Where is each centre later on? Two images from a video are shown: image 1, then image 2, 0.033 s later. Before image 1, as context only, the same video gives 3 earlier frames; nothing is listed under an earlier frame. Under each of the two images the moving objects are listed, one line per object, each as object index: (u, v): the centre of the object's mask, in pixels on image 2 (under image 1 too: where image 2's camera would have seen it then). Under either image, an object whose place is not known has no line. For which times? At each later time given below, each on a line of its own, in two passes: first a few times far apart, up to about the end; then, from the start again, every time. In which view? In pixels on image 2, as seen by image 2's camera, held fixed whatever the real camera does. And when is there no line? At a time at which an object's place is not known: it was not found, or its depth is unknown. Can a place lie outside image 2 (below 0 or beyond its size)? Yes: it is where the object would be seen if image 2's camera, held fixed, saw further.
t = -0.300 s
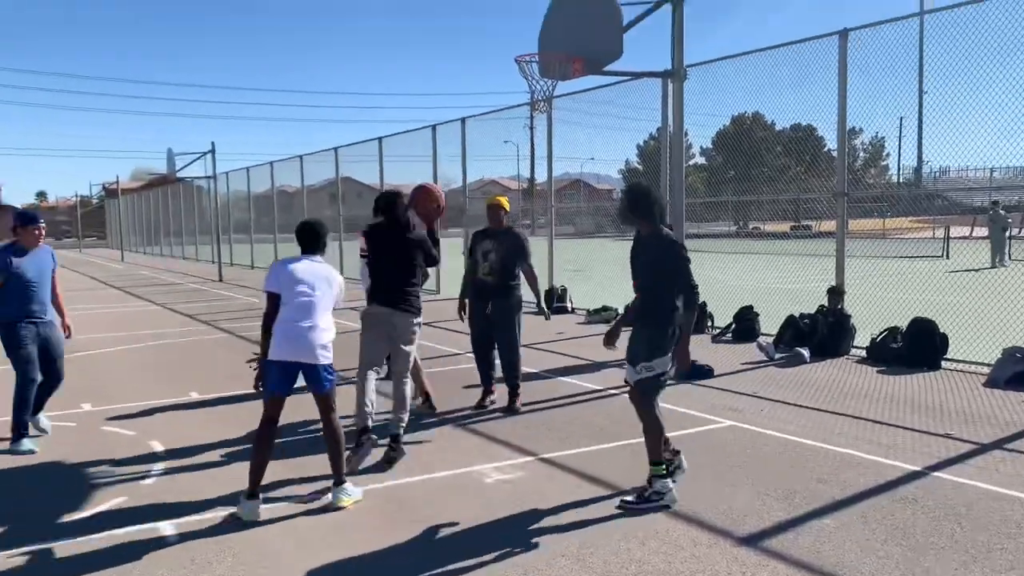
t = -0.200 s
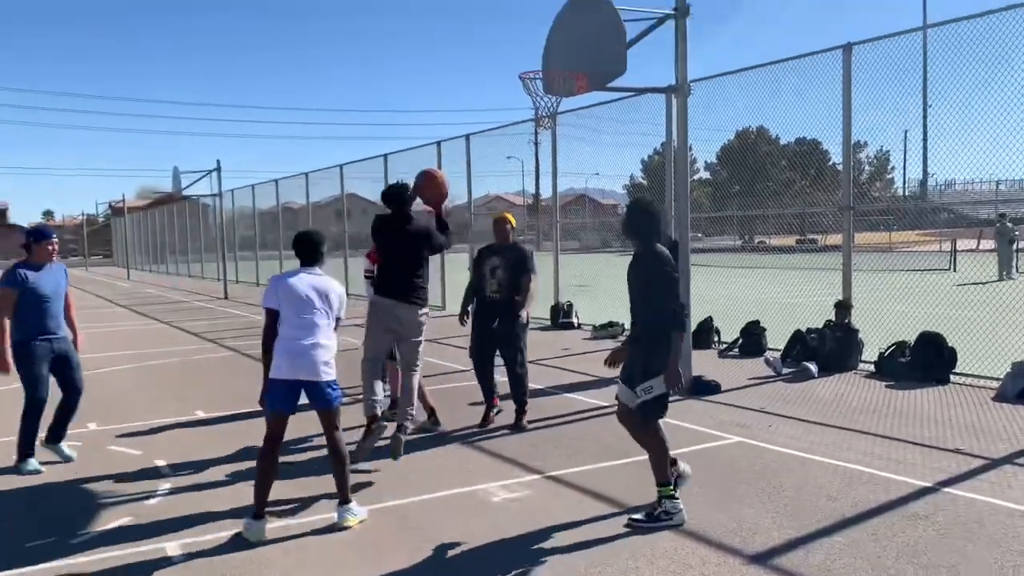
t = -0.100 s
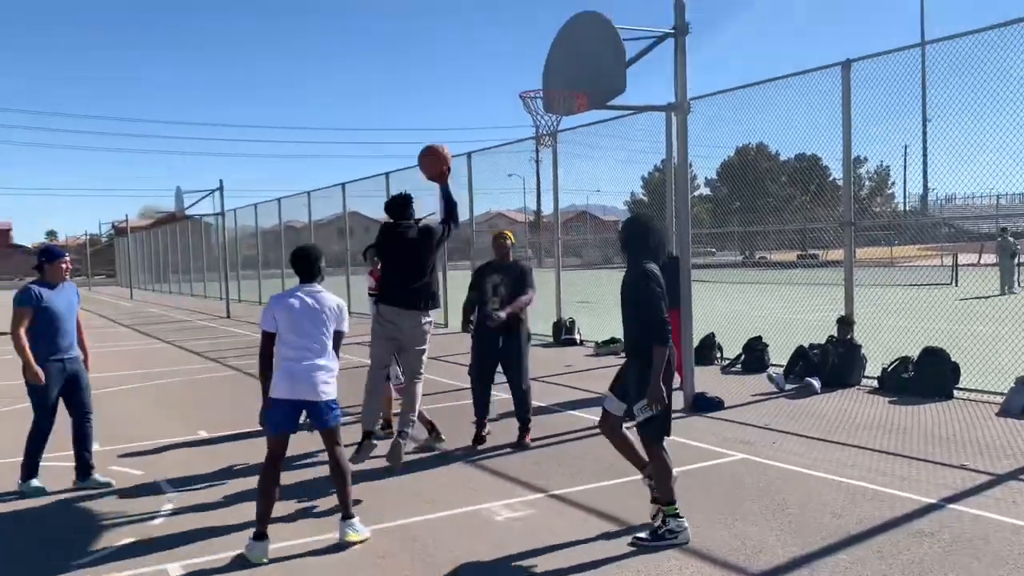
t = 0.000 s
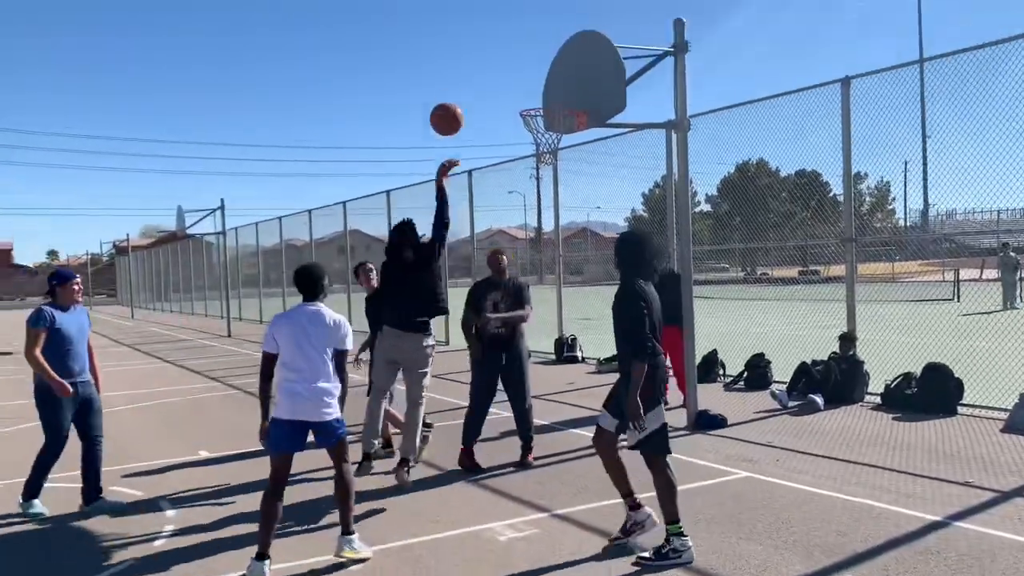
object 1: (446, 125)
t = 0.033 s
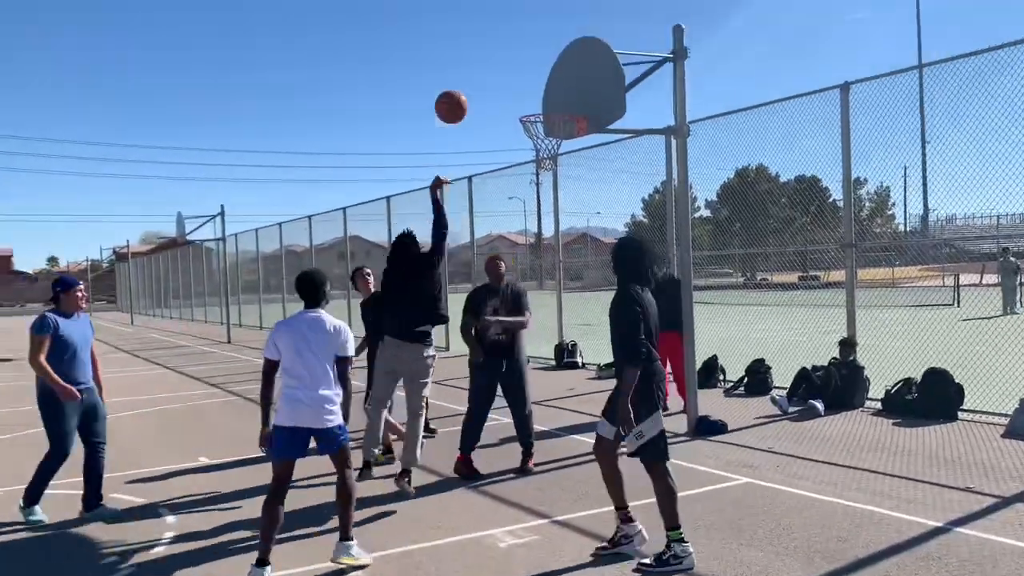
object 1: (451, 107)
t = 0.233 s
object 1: (480, 33)
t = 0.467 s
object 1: (513, 20)
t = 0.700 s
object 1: (543, 69)
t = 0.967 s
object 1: (539, 135)
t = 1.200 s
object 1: (534, 142)
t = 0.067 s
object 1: (456, 90)
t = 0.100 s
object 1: (461, 75)
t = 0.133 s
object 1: (466, 62)
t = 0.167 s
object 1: (470, 51)
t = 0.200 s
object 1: (475, 41)
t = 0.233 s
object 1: (480, 33)
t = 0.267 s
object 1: (485, 27)
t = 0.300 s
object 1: (489, 23)
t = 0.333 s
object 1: (494, 19)
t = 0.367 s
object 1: (499, 17)
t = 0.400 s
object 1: (503, 17)
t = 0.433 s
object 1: (508, 18)
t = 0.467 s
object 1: (513, 20)
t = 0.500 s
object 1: (517, 24)
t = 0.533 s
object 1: (522, 29)
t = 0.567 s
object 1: (526, 34)
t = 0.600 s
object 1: (530, 41)
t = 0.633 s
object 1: (535, 49)
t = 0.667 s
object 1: (539, 59)
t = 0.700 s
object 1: (543, 69)
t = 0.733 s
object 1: (548, 80)
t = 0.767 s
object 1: (552, 92)
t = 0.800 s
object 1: (557, 104)
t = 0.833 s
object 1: (554, 113)
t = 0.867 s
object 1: (552, 119)
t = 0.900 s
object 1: (548, 127)
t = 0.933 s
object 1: (544, 130)
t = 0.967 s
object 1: (539, 135)
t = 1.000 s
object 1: (535, 140)
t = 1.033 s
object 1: (531, 143)
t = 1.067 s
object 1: (530, 143)
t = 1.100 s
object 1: (529, 143)
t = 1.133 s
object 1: (530, 143)
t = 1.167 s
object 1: (531, 142)
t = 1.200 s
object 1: (534, 142)
